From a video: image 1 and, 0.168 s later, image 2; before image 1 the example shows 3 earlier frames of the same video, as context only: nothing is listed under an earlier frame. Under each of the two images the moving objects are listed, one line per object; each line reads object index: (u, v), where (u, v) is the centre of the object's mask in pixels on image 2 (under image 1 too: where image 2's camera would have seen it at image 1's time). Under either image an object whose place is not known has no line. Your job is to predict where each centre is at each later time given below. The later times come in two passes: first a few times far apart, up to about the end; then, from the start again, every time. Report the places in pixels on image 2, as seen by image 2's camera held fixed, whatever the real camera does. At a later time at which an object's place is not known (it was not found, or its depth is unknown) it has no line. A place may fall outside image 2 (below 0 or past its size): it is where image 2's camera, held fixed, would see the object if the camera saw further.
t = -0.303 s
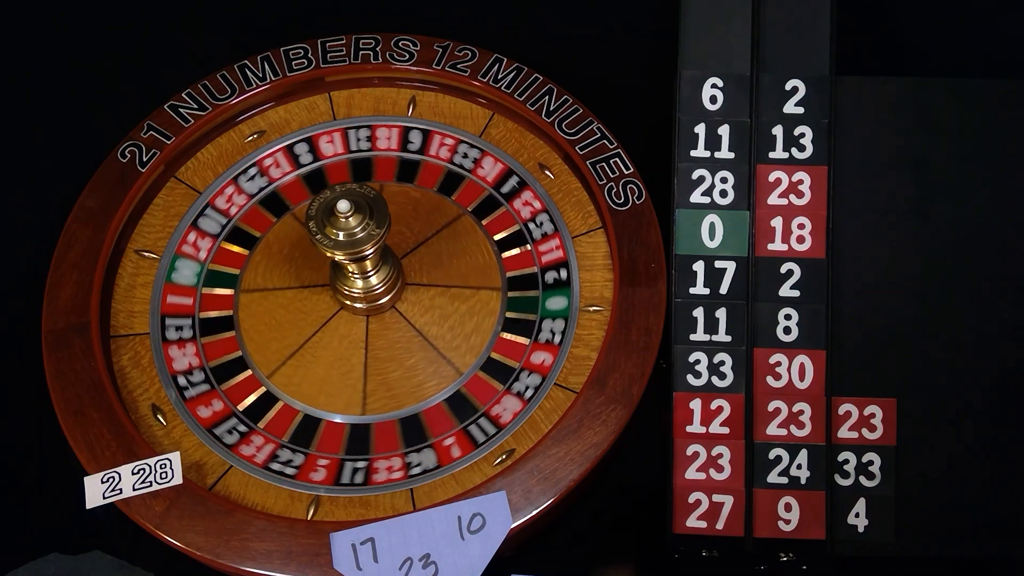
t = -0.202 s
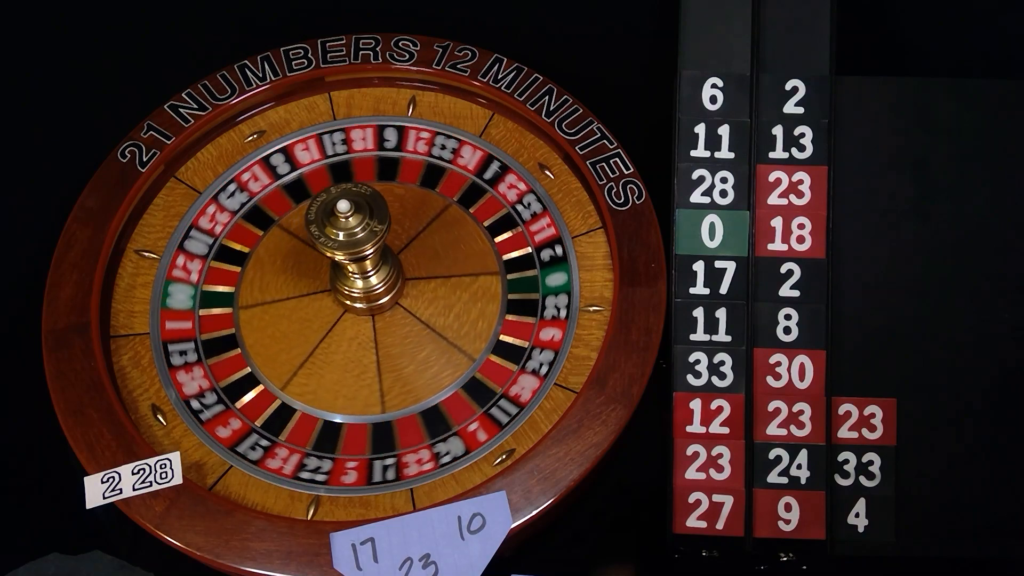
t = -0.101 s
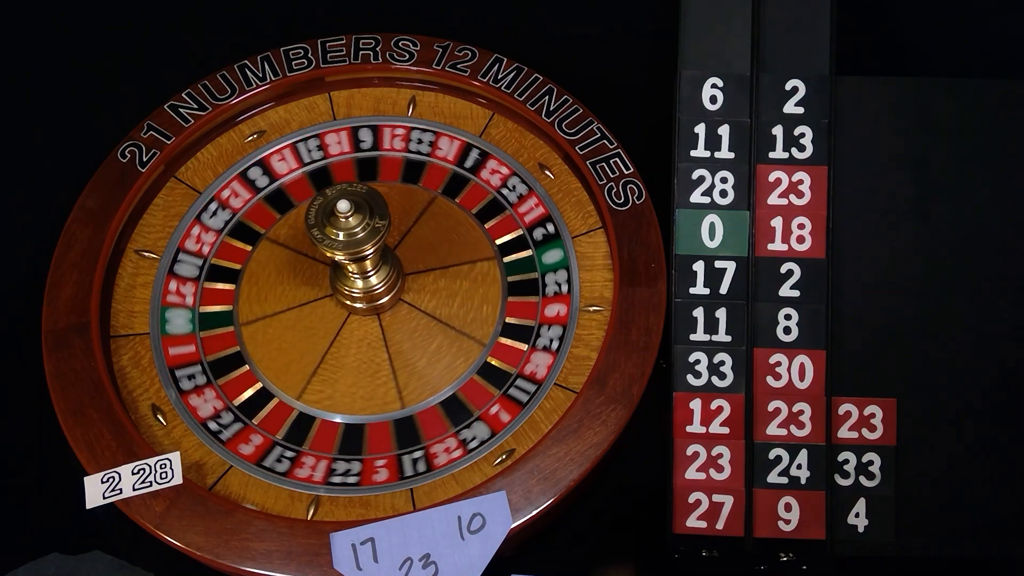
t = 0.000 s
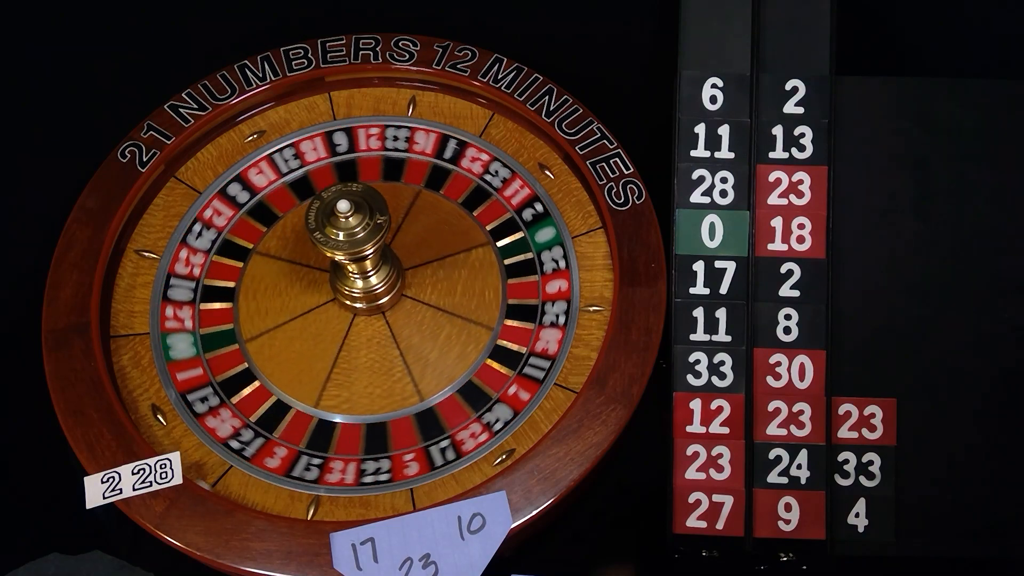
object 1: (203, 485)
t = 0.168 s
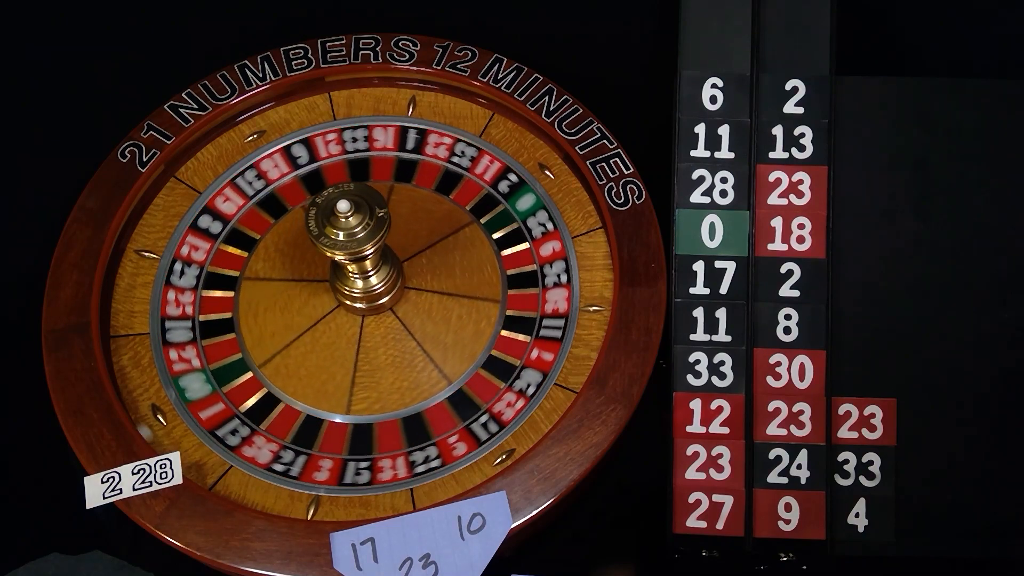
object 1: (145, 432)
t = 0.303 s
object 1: (118, 379)
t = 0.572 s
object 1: (121, 265)
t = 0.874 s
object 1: (188, 162)
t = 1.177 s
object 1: (296, 103)
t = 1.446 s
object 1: (401, 105)
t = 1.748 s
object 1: (400, 197)
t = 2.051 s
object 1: (421, 255)
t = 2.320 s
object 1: (496, 283)
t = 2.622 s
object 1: (545, 253)
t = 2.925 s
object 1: (472, 219)
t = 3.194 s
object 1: (423, 162)
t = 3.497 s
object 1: (364, 165)
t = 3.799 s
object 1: (300, 176)
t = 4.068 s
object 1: (251, 210)
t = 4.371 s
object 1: (214, 262)
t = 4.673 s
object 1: (204, 324)
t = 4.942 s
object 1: (221, 377)
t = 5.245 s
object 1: (268, 424)
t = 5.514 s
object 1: (329, 446)
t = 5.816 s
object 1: (404, 441)
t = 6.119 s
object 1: (470, 409)
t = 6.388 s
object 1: (512, 363)
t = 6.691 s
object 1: (532, 304)
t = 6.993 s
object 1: (525, 246)
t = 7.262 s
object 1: (498, 204)
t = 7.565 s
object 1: (450, 171)
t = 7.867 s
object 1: (391, 158)
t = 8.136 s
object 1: (336, 163)
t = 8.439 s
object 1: (278, 188)
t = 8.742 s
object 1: (232, 231)
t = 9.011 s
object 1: (208, 280)
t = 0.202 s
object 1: (136, 419)
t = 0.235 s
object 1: (129, 406)
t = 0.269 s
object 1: (123, 393)
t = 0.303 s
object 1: (118, 379)
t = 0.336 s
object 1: (114, 365)
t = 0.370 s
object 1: (112, 350)
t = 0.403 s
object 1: (111, 336)
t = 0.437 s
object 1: (110, 322)
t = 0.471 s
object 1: (111, 307)
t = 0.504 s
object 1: (113, 293)
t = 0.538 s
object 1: (116, 279)
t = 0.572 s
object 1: (121, 265)
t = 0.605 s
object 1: (126, 251)
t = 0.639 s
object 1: (131, 239)
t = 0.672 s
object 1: (136, 227)
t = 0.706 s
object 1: (143, 215)
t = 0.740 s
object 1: (150, 203)
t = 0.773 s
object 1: (159, 192)
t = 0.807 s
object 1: (168, 181)
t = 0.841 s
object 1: (178, 171)
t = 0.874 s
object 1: (188, 162)
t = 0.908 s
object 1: (199, 154)
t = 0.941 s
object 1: (211, 146)
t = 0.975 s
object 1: (224, 139)
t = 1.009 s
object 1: (238, 132)
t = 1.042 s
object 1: (249, 125)
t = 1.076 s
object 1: (260, 118)
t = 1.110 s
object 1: (271, 112)
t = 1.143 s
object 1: (283, 107)
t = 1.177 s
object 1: (296, 103)
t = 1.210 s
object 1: (308, 100)
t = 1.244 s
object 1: (321, 97)
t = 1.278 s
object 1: (334, 96)
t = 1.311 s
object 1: (348, 96)
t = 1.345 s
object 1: (361, 96)
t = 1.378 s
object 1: (375, 98)
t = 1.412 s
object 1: (388, 100)
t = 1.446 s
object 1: (401, 105)
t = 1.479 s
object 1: (401, 108)
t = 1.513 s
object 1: (402, 115)
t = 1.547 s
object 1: (402, 131)
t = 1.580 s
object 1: (400, 141)
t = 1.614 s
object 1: (402, 156)
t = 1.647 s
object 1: (402, 170)
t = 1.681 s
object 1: (401, 176)
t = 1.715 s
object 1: (400, 186)
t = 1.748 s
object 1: (400, 197)
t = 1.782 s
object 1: (400, 205)
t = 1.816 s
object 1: (401, 213)
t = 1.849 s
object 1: (402, 221)
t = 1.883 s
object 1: (403, 228)
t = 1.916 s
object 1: (405, 234)
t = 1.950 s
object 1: (408, 240)
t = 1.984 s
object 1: (412, 245)
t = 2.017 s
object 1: (416, 250)
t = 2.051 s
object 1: (421, 255)
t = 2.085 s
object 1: (427, 259)
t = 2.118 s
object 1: (434, 263)
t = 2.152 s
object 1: (442, 267)
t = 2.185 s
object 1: (451, 271)
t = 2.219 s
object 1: (461, 274)
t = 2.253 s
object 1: (472, 277)
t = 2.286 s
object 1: (483, 280)
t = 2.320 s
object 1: (496, 283)
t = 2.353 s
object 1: (509, 285)
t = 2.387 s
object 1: (519, 280)
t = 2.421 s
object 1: (529, 274)
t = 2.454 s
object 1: (538, 272)
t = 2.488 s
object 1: (543, 265)
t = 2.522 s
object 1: (545, 260)
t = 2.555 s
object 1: (548, 259)
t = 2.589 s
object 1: (548, 257)
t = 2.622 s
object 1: (545, 253)
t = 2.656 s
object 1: (541, 254)
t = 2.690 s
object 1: (535, 254)
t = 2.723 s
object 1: (526, 253)
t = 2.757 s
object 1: (516, 254)
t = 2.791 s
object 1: (507, 248)
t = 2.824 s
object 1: (494, 241)
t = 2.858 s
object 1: (486, 233)
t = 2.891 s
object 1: (479, 226)
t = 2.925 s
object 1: (472, 219)
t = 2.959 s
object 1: (465, 212)
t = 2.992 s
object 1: (459, 204)
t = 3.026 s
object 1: (453, 197)
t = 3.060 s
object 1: (447, 190)
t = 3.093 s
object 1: (441, 181)
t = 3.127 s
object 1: (434, 172)
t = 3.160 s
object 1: (429, 164)
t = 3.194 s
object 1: (423, 162)
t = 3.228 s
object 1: (416, 165)
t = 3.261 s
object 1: (409, 164)
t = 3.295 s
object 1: (402, 165)
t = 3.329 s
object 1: (394, 164)
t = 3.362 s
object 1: (388, 165)
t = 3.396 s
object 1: (381, 164)
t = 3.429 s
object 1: (373, 164)
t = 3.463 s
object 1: (367, 165)
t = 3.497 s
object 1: (364, 165)
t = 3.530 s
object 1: (362, 165)
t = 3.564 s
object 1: (358, 165)
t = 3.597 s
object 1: (351, 166)
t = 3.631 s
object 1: (342, 168)
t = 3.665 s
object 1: (334, 169)
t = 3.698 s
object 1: (325, 171)
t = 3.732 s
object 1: (316, 173)
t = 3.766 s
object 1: (308, 175)
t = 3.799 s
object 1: (300, 176)
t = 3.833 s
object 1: (293, 180)
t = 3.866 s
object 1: (286, 185)
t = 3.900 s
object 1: (279, 188)
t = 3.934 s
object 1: (274, 192)
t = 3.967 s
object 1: (268, 196)
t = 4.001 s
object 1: (261, 201)
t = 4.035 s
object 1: (256, 205)
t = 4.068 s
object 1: (251, 210)
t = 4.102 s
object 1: (246, 215)
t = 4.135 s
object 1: (241, 220)
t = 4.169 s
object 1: (236, 225)
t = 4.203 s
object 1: (232, 231)
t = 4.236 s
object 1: (228, 237)
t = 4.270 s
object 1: (223, 243)
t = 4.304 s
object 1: (220, 249)
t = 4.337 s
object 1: (217, 256)
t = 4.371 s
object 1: (214, 262)
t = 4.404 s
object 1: (212, 269)
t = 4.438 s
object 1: (209, 275)
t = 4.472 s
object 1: (207, 282)
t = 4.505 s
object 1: (206, 289)
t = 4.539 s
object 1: (205, 296)
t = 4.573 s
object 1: (204, 303)
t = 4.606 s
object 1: (204, 310)
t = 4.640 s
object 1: (204, 317)
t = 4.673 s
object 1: (204, 324)
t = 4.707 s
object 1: (205, 331)
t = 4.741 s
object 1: (206, 337)
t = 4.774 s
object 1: (207, 344)
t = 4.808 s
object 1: (209, 351)
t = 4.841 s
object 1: (212, 358)
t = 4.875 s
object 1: (214, 365)
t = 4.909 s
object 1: (217, 371)
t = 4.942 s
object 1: (221, 377)
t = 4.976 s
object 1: (225, 383)
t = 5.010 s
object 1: (229, 389)
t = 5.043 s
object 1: (233, 395)
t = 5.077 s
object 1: (238, 401)
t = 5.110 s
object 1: (244, 406)
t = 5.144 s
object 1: (249, 411)
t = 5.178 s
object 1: (255, 416)
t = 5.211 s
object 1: (262, 420)
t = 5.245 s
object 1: (268, 424)
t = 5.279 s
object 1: (275, 428)
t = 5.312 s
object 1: (282, 432)
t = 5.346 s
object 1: (289, 435)
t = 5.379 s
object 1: (296, 438)
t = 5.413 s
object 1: (304, 440)
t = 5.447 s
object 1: (312, 443)
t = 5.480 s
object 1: (320, 444)
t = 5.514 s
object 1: (329, 446)
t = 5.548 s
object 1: (337, 447)
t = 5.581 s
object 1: (345, 448)
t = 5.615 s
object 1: (354, 448)
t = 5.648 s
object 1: (362, 448)
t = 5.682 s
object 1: (371, 447)
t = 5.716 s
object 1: (379, 446)
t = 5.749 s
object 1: (387, 445)
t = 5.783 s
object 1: (396, 443)
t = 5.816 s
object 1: (404, 441)
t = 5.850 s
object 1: (412, 439)
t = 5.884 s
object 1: (420, 436)
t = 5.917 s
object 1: (428, 433)
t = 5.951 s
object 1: (435, 430)
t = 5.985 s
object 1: (443, 426)
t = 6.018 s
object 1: (450, 422)
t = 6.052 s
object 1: (457, 418)
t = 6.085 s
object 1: (464, 414)
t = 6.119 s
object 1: (470, 409)
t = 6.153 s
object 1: (476, 404)
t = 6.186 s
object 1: (482, 399)
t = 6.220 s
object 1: (488, 393)
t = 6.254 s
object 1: (493, 388)
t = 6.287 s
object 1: (499, 382)
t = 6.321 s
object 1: (503, 376)
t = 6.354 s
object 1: (508, 370)
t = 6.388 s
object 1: (512, 363)
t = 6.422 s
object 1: (515, 357)
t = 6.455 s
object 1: (519, 351)
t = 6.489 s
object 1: (522, 344)
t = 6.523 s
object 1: (524, 338)
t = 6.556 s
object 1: (526, 331)
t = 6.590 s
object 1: (528, 324)
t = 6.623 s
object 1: (530, 317)
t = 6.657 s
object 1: (531, 311)
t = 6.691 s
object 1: (532, 304)
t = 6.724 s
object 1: (533, 297)
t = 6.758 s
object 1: (533, 291)
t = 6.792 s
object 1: (533, 284)
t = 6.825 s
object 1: (532, 278)
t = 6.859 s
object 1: (531, 271)
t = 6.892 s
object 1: (530, 265)
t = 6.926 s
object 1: (529, 259)
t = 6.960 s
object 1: (527, 252)
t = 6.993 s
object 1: (525, 246)
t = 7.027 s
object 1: (522, 241)
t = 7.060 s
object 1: (519, 235)
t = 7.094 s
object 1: (516, 229)
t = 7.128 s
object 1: (513, 224)
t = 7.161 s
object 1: (510, 219)
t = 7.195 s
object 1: (506, 214)
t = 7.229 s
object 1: (502, 209)
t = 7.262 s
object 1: (498, 204)
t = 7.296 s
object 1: (493, 199)
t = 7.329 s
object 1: (488, 195)
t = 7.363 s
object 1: (483, 191)
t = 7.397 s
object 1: (478, 187)
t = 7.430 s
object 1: (473, 183)
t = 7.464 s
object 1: (468, 180)
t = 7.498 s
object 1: (462, 177)
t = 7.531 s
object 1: (456, 174)
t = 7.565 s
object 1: (450, 171)
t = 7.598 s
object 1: (444, 169)
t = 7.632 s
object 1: (438, 166)
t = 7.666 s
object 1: (431, 164)
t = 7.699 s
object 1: (425, 162)
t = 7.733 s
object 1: (418, 161)
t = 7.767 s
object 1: (412, 160)
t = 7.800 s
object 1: (405, 159)
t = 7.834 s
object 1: (398, 158)
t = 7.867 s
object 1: (391, 158)
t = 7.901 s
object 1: (384, 157)
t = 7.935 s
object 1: (377, 157)
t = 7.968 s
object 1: (370, 158)
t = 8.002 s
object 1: (364, 158)
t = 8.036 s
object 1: (357, 159)
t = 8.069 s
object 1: (350, 160)
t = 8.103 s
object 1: (343, 161)
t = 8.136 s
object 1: (336, 163)
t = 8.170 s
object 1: (329, 165)
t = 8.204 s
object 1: (323, 167)
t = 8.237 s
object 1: (316, 169)
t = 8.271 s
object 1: (309, 172)
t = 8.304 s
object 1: (303, 175)
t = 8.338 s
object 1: (296, 178)
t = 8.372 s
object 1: (290, 181)
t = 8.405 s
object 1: (284, 184)
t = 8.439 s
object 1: (278, 188)
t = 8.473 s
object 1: (272, 192)
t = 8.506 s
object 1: (266, 196)
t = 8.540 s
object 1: (261, 201)
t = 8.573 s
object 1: (255, 205)
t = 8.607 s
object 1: (250, 210)
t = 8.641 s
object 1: (246, 215)
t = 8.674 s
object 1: (241, 220)
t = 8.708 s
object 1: (236, 225)
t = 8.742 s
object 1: (232, 231)
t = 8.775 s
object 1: (228, 236)
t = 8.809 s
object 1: (224, 242)
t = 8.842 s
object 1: (221, 248)
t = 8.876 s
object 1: (218, 254)
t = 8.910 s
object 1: (215, 260)
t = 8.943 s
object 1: (213, 267)
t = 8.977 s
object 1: (210, 273)
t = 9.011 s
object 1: (208, 280)
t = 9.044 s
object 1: (206, 286)
